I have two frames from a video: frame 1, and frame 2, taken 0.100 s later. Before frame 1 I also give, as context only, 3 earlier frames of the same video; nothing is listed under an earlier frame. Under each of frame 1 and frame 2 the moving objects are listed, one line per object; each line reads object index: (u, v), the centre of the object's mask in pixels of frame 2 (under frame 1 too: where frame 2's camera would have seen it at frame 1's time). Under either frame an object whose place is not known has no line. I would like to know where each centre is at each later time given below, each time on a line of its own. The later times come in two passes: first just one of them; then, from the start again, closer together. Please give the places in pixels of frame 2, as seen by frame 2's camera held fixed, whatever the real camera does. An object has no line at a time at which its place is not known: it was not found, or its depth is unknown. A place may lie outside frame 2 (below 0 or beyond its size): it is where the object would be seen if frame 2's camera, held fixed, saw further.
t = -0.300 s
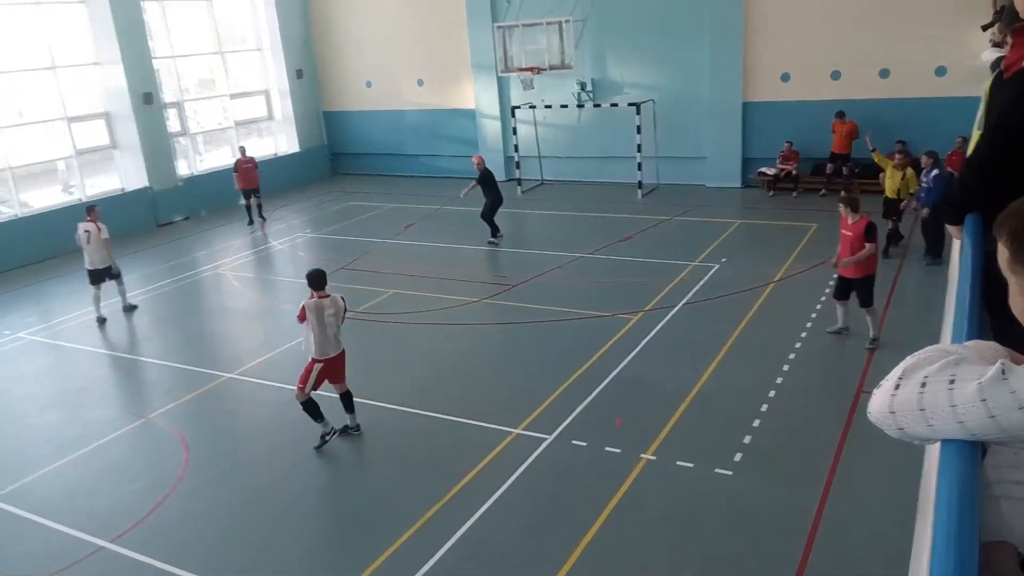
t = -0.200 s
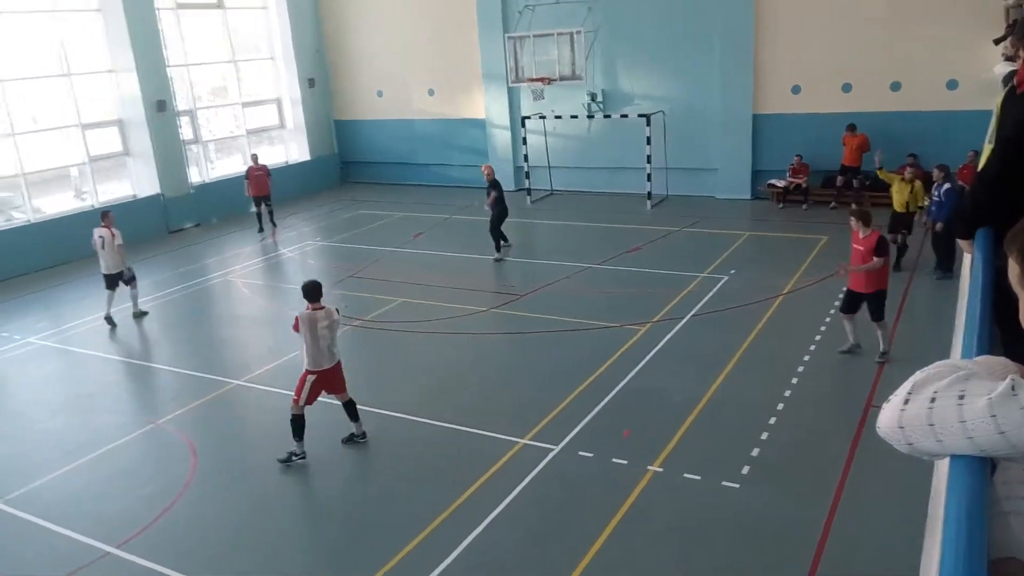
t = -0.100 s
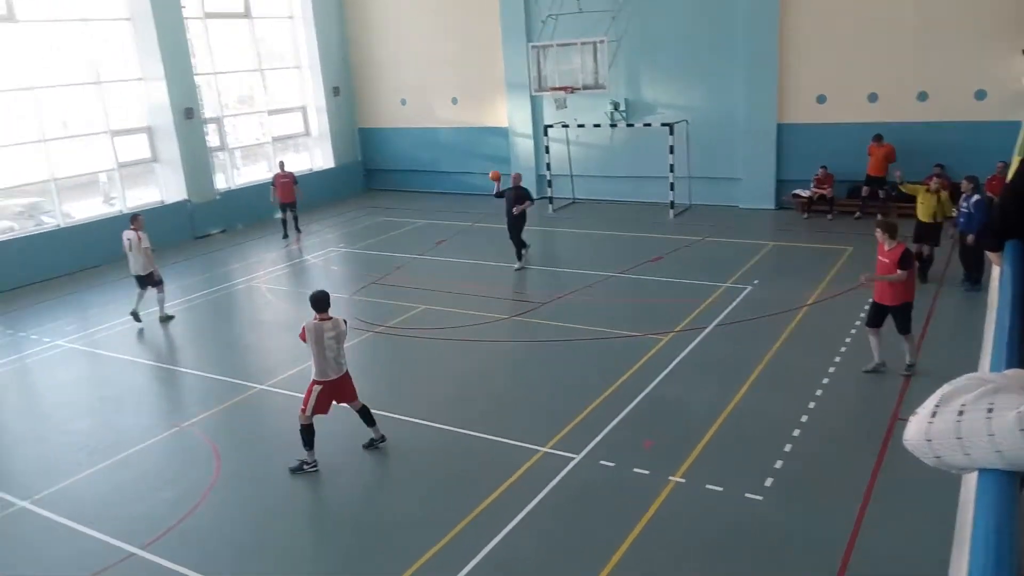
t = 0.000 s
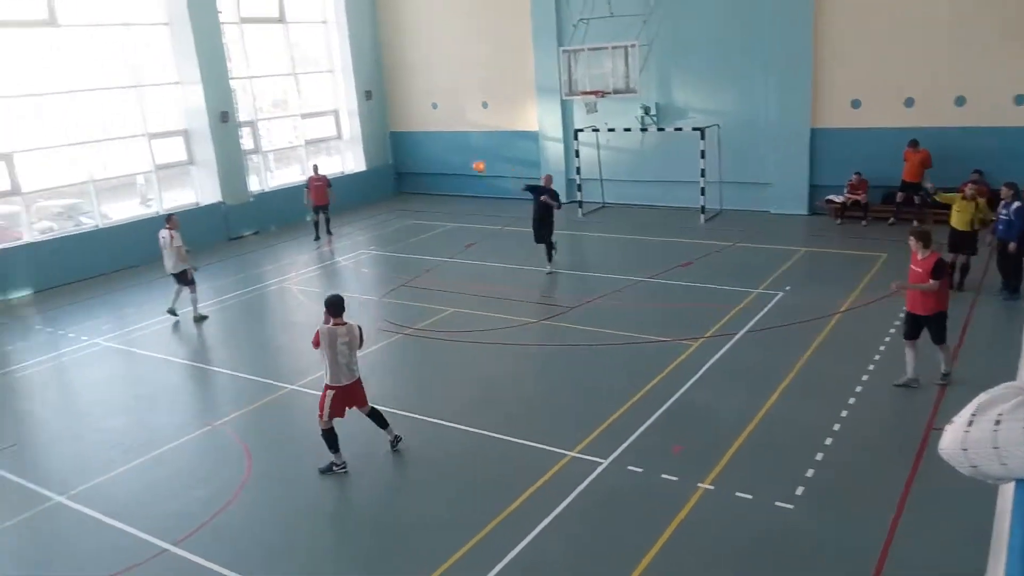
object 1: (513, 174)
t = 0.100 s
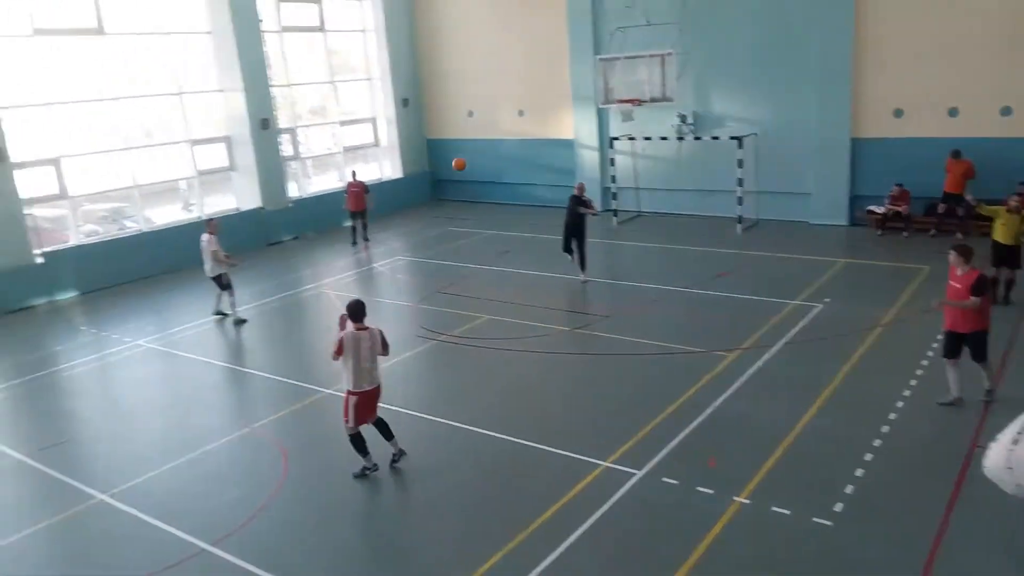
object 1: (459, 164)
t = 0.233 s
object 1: (365, 156)
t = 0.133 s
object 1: (438, 162)
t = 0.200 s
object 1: (392, 158)
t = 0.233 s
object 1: (365, 156)
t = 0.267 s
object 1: (337, 155)
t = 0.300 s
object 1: (306, 154)
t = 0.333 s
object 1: (272, 153)
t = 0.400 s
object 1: (194, 154)
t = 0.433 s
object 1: (148, 156)
